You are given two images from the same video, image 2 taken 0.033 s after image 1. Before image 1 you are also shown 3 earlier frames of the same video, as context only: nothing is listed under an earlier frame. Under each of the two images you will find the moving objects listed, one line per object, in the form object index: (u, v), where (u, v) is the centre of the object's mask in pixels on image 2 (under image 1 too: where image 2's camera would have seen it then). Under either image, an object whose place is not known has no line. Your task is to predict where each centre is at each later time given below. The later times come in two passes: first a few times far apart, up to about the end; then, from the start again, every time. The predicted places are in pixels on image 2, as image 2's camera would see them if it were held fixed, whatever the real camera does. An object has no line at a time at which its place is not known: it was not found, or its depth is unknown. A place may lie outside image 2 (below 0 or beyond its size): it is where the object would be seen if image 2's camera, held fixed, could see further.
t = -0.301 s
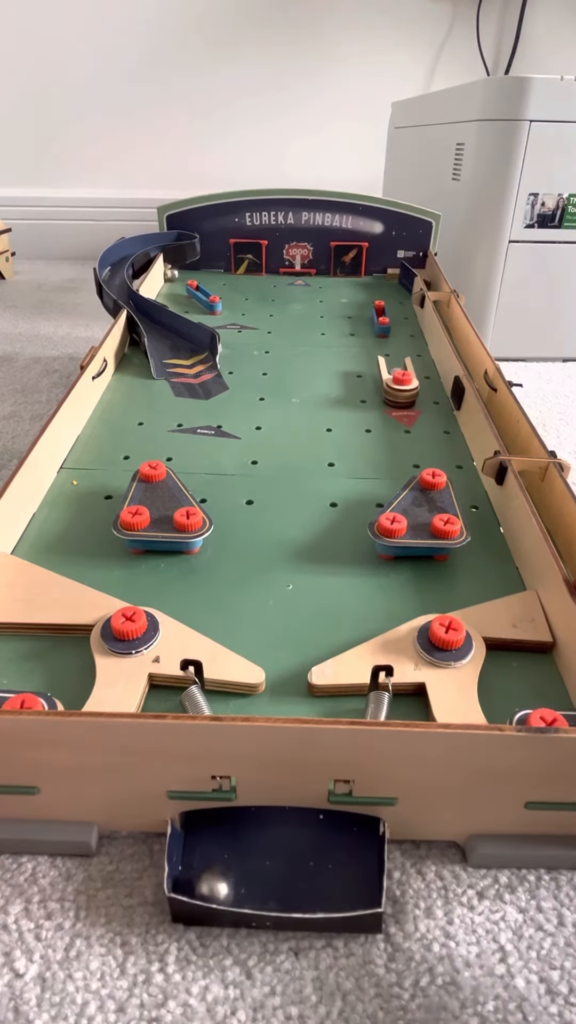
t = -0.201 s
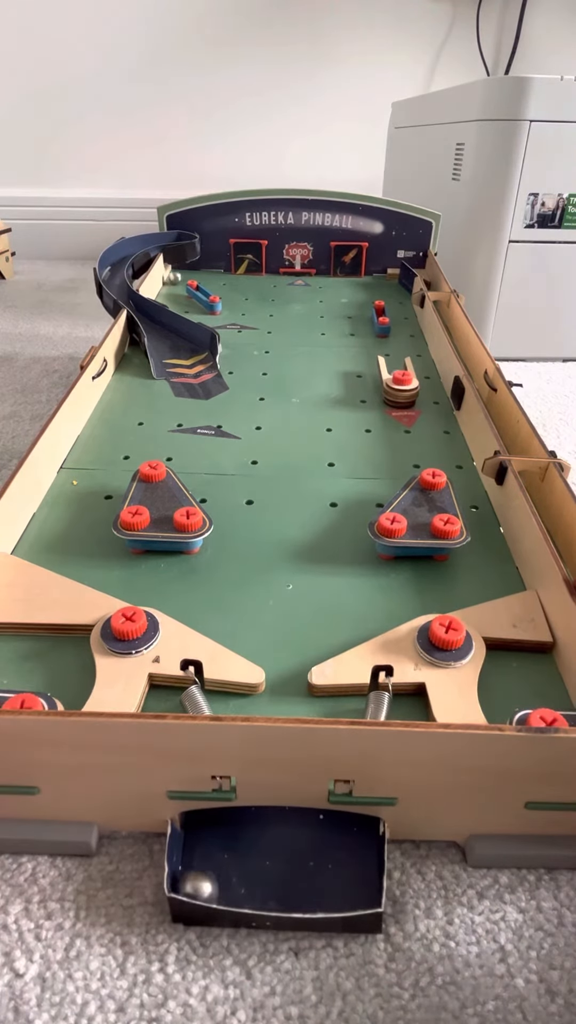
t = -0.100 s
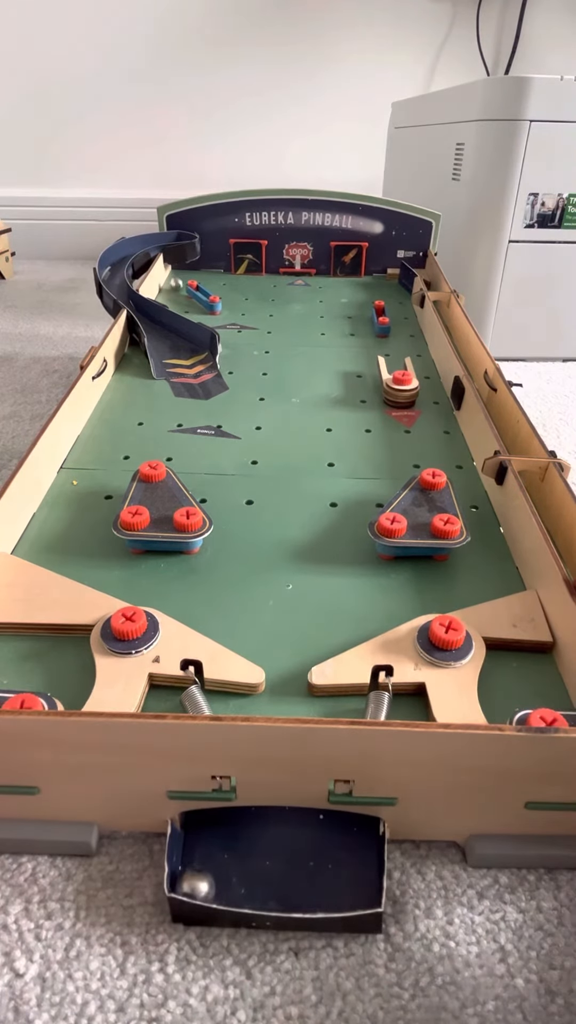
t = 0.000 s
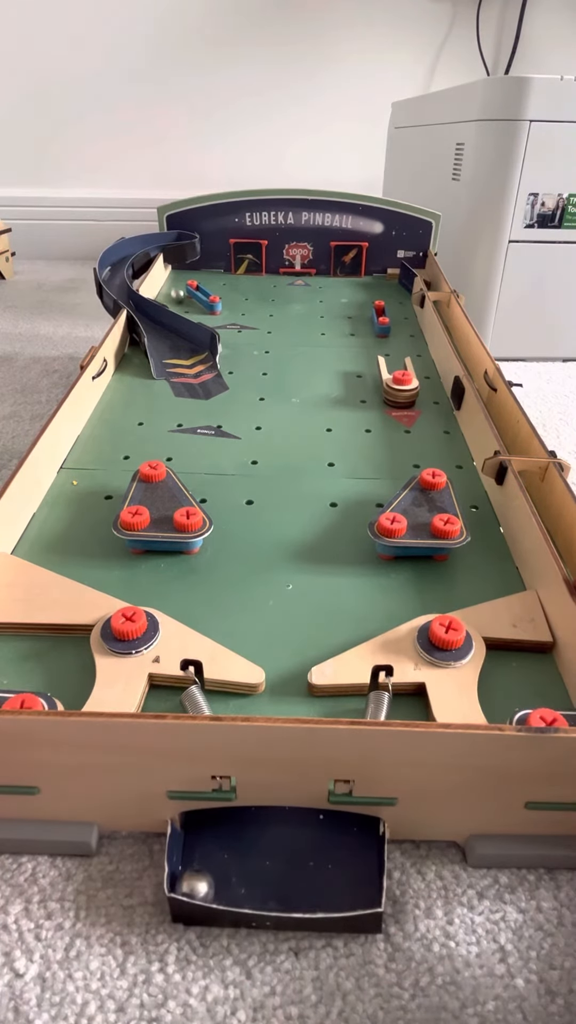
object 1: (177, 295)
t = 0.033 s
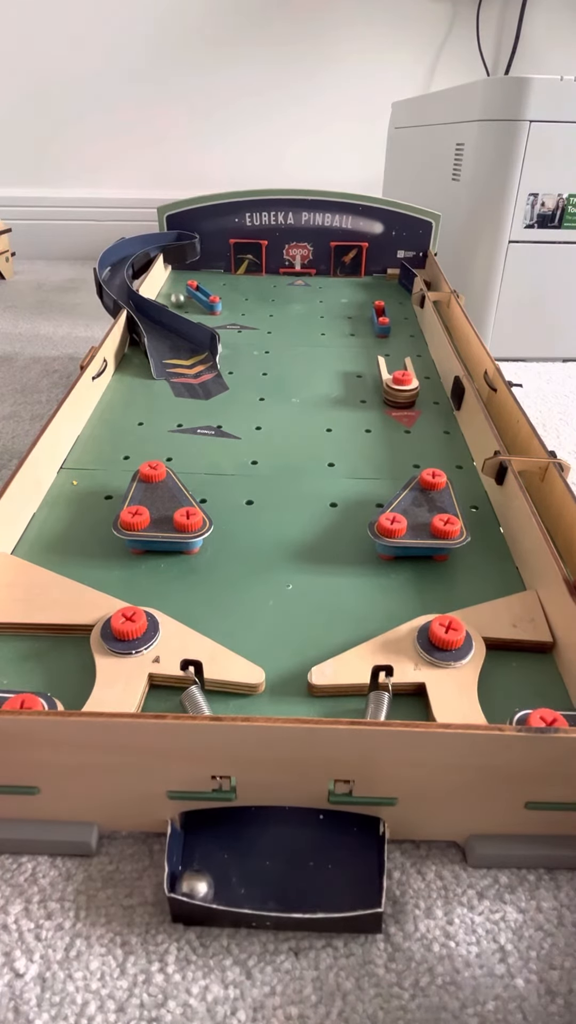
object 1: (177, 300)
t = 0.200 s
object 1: (196, 321)
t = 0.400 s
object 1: (257, 359)
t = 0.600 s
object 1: (333, 426)
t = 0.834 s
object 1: (307, 507)
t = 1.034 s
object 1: (239, 498)
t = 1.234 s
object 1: (287, 477)
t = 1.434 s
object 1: (330, 494)
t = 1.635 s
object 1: (346, 532)
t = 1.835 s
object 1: (261, 574)
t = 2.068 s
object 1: (211, 622)
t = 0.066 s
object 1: (177, 305)
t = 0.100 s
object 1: (178, 308)
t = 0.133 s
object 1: (182, 313)
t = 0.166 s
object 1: (189, 317)
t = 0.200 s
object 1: (196, 321)
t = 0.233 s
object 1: (207, 324)
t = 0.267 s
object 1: (218, 331)
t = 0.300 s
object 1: (226, 340)
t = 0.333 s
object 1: (234, 346)
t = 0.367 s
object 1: (246, 352)
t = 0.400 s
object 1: (257, 359)
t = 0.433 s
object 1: (269, 368)
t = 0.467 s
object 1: (280, 377)
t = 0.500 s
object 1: (292, 387)
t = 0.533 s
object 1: (305, 399)
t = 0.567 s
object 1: (319, 412)
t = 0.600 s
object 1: (333, 426)
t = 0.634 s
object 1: (350, 443)
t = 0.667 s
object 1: (369, 464)
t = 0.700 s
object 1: (387, 482)
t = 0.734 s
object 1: (387, 496)
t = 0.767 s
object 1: (364, 503)
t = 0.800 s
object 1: (340, 504)
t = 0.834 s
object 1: (307, 507)
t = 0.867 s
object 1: (277, 510)
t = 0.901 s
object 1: (248, 515)
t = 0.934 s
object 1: (223, 518)
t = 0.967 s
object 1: (217, 512)
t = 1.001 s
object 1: (228, 506)
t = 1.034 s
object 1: (239, 498)
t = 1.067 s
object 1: (249, 492)
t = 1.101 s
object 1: (258, 487)
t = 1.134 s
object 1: (266, 483)
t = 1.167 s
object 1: (274, 480)
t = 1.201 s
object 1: (281, 477)
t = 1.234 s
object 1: (287, 477)
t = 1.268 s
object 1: (294, 477)
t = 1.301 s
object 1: (302, 478)
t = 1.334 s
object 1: (309, 480)
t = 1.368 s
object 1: (316, 483)
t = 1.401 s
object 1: (323, 488)
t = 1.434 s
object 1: (330, 494)
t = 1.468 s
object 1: (337, 499)
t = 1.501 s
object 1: (346, 506)
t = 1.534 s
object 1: (356, 515)
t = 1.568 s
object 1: (362, 523)
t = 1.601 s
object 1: (359, 529)
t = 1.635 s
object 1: (346, 532)
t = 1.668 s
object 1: (334, 535)
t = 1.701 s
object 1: (320, 540)
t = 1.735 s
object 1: (306, 546)
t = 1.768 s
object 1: (291, 554)
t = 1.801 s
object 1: (276, 563)
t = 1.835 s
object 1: (261, 574)
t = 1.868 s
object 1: (245, 586)
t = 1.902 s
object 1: (228, 601)
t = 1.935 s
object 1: (210, 618)
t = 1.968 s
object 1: (208, 619)
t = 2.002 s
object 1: (209, 618)
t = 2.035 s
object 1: (210, 619)
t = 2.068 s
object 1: (211, 622)
